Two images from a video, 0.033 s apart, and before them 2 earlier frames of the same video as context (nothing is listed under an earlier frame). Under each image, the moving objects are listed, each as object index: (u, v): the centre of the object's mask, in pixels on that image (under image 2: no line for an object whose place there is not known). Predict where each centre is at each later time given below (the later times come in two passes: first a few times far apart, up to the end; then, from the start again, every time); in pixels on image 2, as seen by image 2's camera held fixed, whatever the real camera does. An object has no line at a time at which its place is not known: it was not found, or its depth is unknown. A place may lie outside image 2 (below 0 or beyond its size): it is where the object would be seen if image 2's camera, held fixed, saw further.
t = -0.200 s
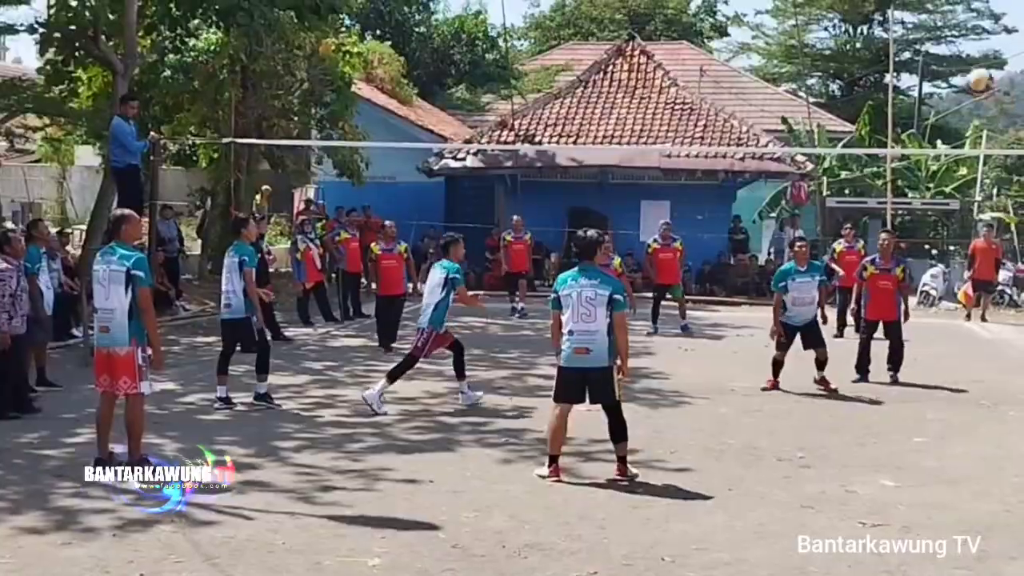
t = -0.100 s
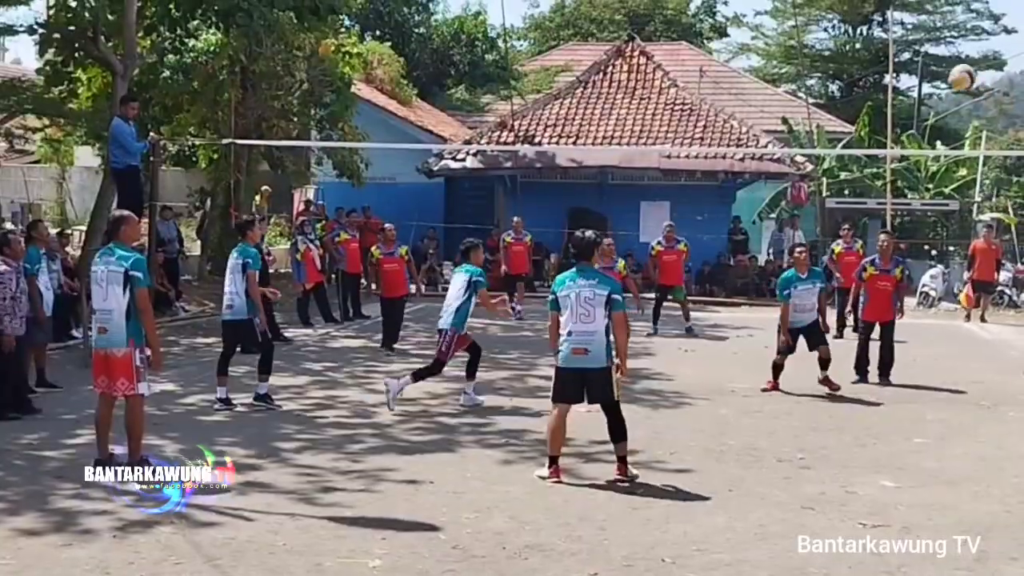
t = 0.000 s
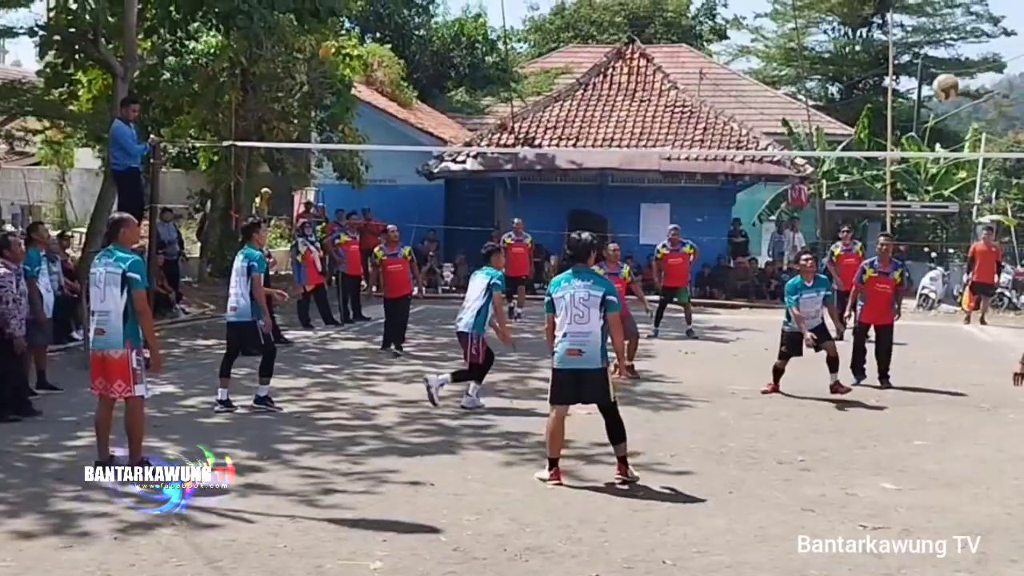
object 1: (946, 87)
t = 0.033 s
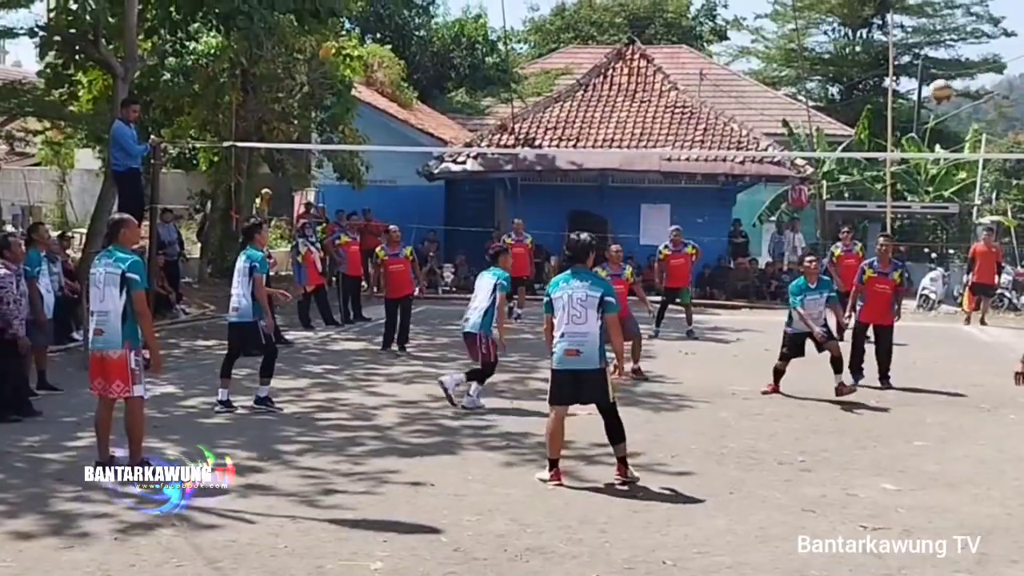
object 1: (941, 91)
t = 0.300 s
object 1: (897, 173)
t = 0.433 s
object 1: (875, 239)
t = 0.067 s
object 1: (936, 98)
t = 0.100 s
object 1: (929, 106)
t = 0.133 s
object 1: (924, 114)
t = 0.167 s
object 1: (919, 123)
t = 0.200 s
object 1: (913, 133)
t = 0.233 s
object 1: (908, 145)
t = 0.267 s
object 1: (902, 159)
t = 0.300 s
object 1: (897, 173)
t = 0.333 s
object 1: (892, 188)
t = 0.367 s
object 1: (886, 204)
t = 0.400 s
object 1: (880, 221)
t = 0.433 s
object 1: (875, 239)
